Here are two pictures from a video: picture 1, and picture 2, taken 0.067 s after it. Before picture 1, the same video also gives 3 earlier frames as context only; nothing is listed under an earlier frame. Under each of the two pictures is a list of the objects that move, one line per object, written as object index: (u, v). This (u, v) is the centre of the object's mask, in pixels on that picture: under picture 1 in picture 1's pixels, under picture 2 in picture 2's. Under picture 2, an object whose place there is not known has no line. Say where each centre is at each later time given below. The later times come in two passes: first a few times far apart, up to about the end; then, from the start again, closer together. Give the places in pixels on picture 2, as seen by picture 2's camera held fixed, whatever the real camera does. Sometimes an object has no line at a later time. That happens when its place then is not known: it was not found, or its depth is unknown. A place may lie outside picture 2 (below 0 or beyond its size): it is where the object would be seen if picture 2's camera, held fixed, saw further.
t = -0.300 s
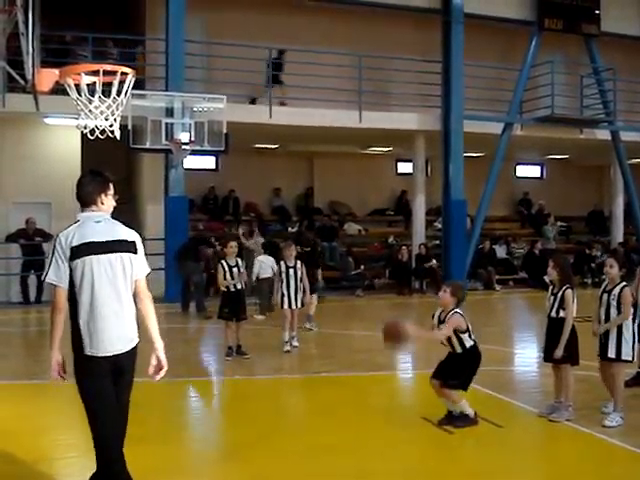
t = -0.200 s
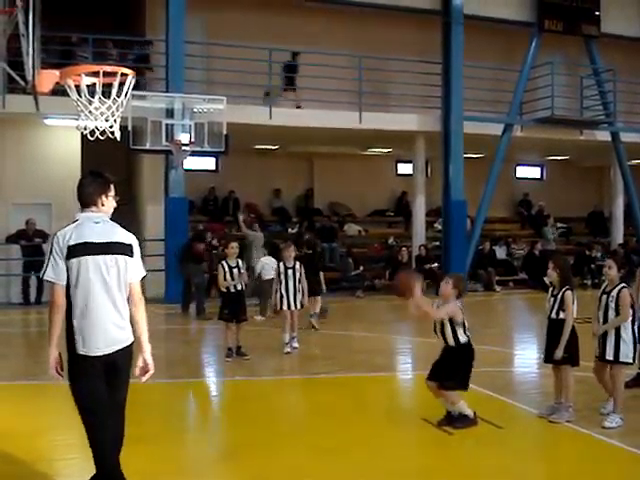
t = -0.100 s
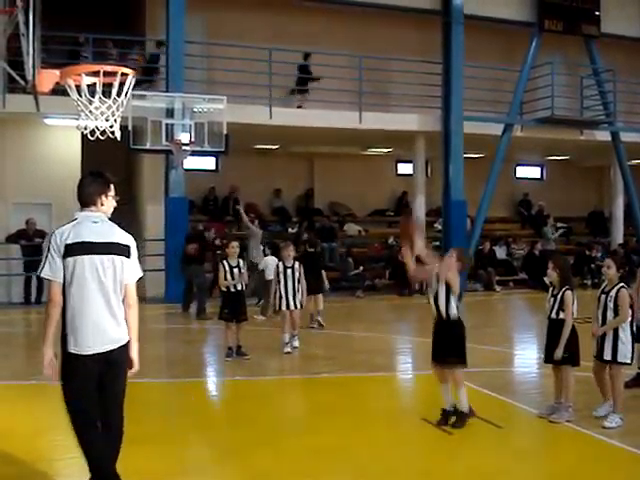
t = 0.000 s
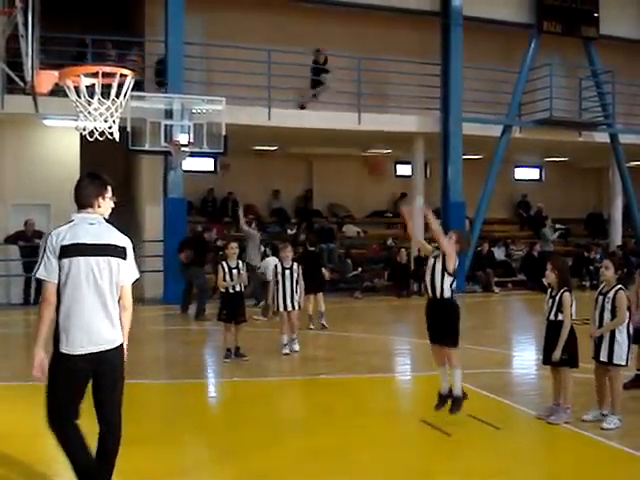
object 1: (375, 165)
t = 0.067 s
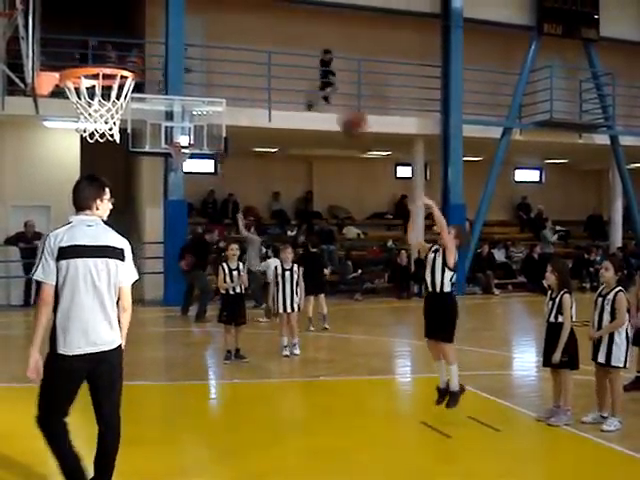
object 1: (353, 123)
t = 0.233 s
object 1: (291, 44)
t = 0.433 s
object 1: (218, 0)
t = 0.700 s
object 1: (110, 12)
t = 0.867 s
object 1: (65, 52)
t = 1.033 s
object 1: (98, 8)
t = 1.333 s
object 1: (153, 22)
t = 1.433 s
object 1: (170, 56)
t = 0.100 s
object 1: (341, 104)
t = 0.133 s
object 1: (329, 88)
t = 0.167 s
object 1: (317, 73)
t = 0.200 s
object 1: (304, 58)
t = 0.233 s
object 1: (291, 44)
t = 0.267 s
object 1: (279, 33)
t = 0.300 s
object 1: (267, 24)
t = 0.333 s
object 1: (255, 14)
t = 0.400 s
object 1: (229, 3)
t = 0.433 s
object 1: (218, 0)
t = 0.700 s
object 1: (110, 12)
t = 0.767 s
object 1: (83, 33)
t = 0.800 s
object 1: (69, 46)
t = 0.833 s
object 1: (58, 58)
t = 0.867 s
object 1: (65, 52)
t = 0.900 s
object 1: (73, 39)
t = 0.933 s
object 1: (80, 28)
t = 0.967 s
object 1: (86, 19)
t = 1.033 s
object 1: (98, 8)
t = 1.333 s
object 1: (153, 22)
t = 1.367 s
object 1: (159, 33)
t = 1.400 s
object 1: (164, 43)
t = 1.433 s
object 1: (170, 56)
